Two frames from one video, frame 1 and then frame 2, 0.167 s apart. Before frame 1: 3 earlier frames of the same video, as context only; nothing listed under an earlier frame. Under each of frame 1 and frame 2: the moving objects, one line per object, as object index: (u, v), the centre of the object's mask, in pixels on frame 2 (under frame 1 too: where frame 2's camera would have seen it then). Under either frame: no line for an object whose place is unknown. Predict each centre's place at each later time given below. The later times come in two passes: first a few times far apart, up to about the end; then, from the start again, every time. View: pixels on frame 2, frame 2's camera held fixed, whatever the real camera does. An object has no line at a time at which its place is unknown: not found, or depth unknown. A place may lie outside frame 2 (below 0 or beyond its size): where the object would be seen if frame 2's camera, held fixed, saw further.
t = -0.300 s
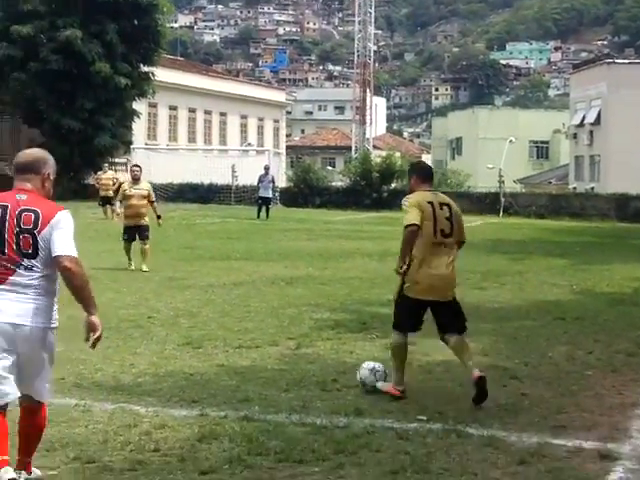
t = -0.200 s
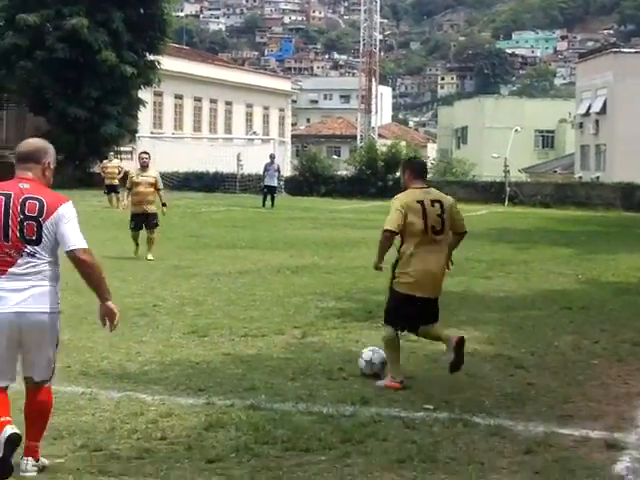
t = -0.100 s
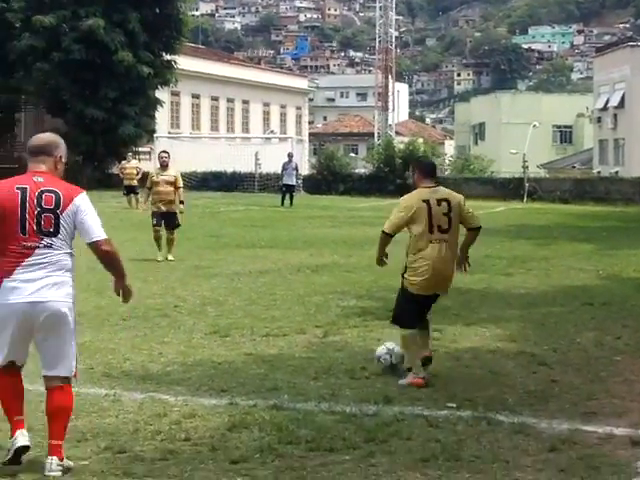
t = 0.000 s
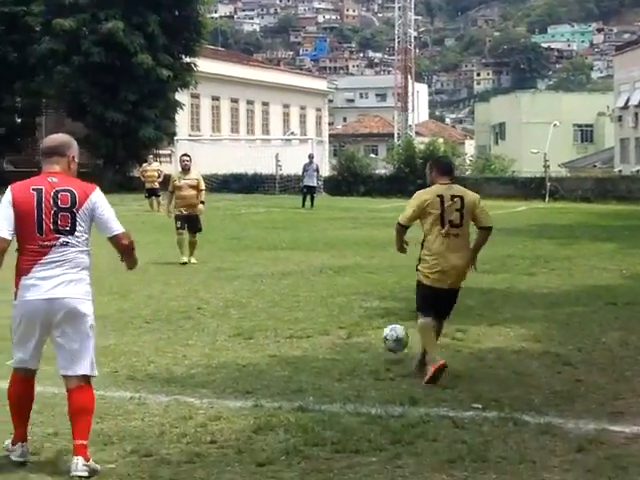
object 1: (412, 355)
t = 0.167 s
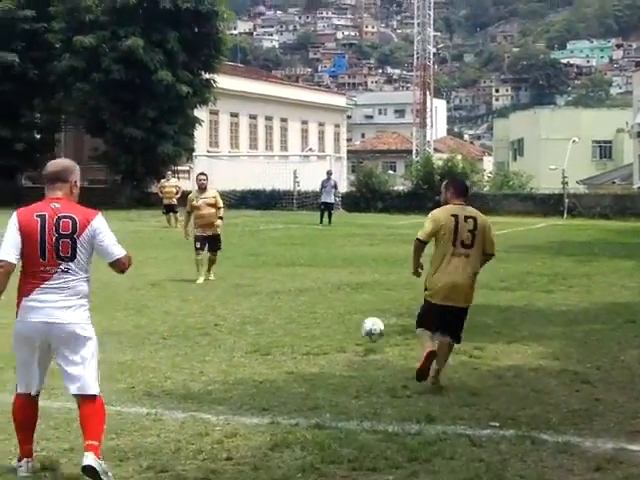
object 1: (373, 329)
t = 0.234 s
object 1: (359, 328)
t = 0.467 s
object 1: (330, 307)
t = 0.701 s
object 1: (309, 293)
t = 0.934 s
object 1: (294, 289)
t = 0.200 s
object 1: (365, 328)
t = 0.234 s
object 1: (359, 328)
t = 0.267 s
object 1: (354, 329)
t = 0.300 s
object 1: (349, 324)
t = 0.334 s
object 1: (345, 319)
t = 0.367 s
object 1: (340, 314)
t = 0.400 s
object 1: (337, 311)
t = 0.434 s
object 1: (333, 309)
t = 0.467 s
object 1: (330, 307)
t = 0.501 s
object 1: (326, 308)
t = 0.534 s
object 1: (322, 310)
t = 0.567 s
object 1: (319, 306)
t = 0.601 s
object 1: (316, 301)
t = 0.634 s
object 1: (315, 297)
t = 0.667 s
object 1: (312, 294)
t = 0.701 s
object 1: (309, 293)
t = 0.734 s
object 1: (307, 293)
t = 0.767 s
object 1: (304, 293)
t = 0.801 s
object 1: (302, 294)
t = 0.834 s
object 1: (300, 295)
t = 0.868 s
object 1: (298, 292)
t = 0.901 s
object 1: (296, 290)
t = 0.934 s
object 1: (294, 289)
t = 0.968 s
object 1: (292, 289)
